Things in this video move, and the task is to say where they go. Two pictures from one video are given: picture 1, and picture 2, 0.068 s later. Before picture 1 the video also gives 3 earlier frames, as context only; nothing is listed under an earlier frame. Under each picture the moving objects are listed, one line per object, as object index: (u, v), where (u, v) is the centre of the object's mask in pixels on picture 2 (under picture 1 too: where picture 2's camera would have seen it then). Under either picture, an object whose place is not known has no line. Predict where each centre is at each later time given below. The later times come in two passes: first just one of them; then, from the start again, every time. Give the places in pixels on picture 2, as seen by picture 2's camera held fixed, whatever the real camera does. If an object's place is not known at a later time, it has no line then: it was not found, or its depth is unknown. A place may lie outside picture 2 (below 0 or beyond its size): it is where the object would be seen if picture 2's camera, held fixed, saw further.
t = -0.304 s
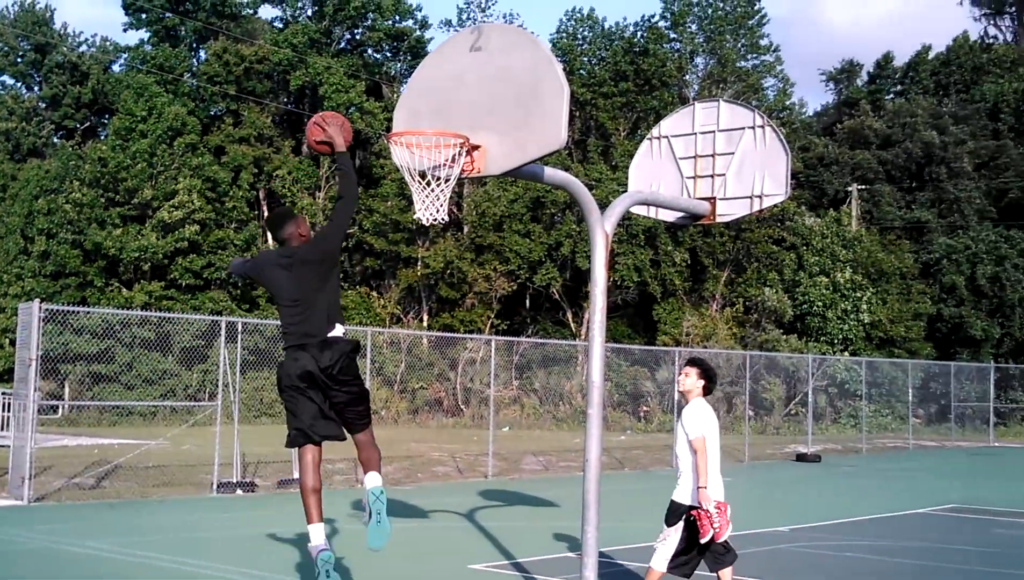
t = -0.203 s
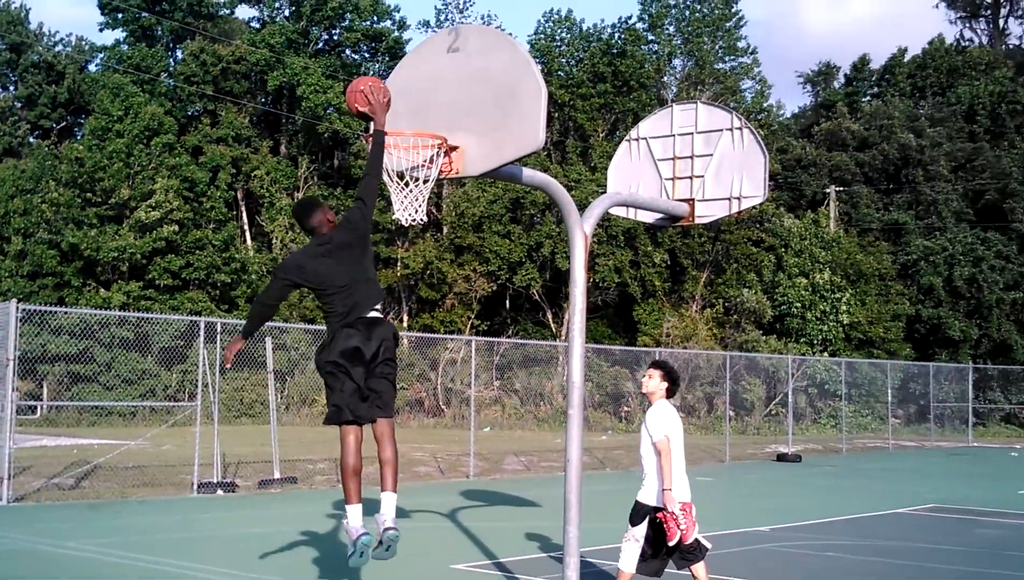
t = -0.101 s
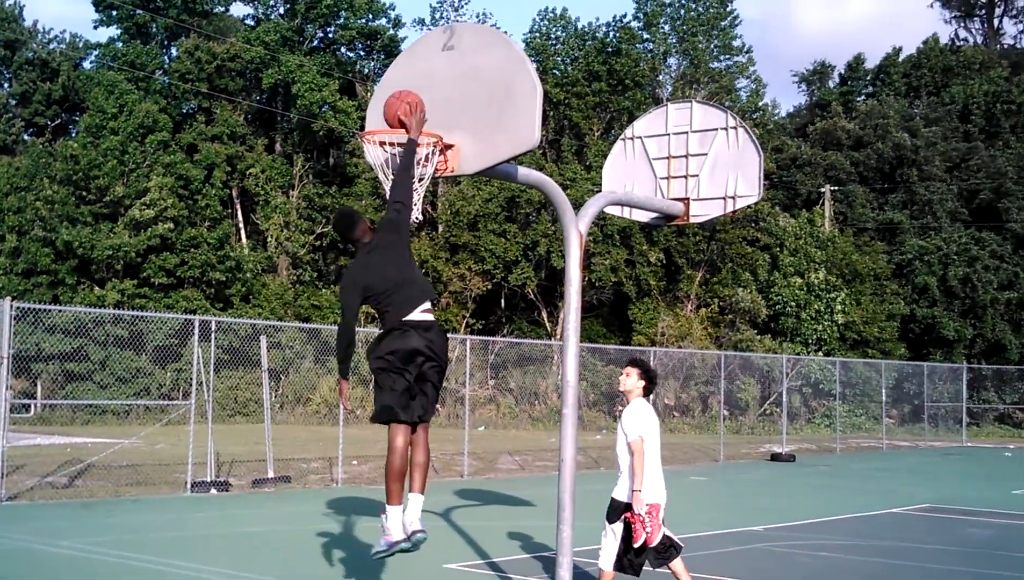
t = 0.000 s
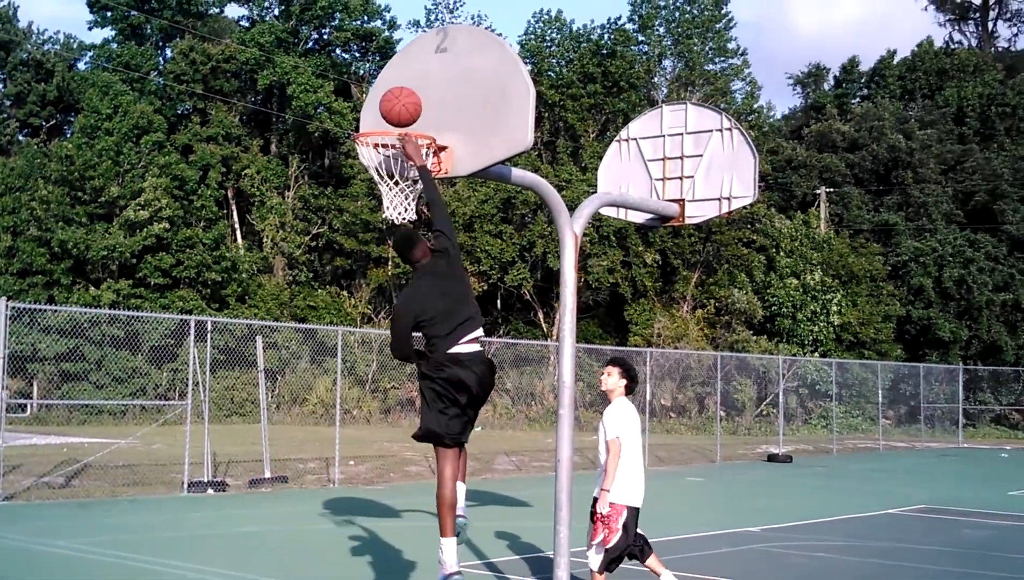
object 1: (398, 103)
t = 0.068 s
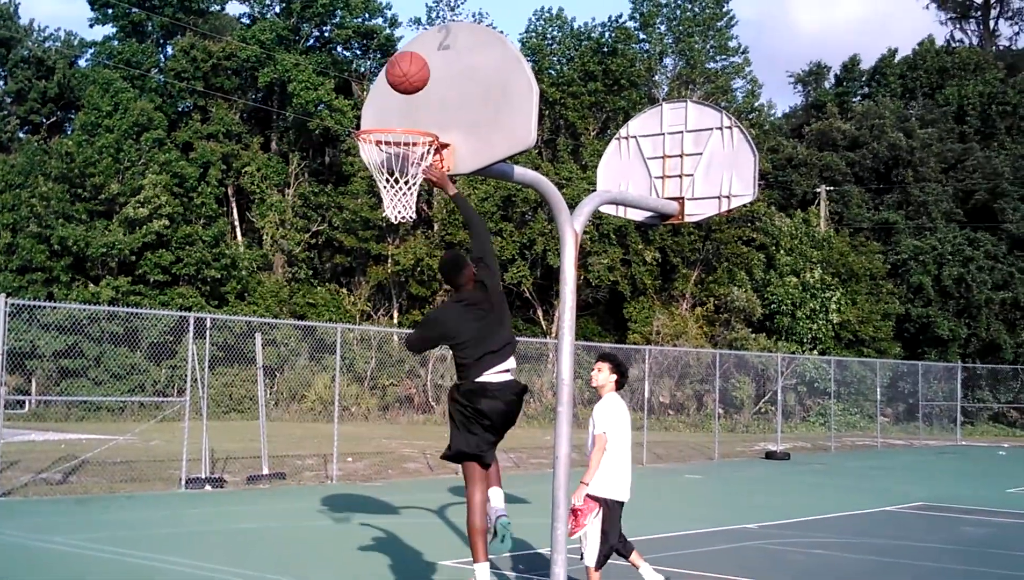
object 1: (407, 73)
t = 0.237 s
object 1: (422, 19)
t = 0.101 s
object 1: (409, 56)
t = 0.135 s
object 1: (411, 43)
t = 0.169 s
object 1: (413, 31)
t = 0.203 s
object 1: (417, 23)
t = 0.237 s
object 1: (422, 19)
